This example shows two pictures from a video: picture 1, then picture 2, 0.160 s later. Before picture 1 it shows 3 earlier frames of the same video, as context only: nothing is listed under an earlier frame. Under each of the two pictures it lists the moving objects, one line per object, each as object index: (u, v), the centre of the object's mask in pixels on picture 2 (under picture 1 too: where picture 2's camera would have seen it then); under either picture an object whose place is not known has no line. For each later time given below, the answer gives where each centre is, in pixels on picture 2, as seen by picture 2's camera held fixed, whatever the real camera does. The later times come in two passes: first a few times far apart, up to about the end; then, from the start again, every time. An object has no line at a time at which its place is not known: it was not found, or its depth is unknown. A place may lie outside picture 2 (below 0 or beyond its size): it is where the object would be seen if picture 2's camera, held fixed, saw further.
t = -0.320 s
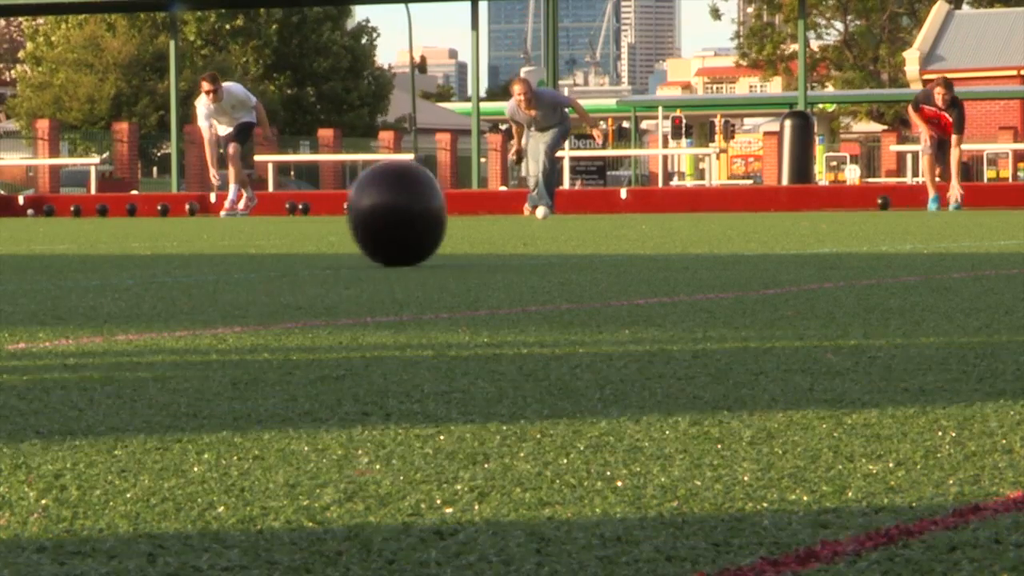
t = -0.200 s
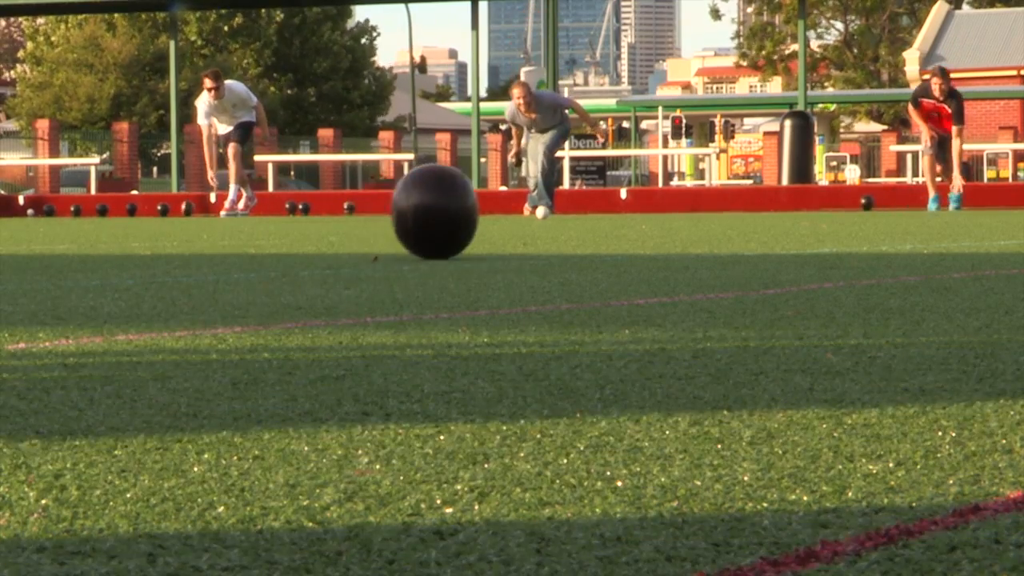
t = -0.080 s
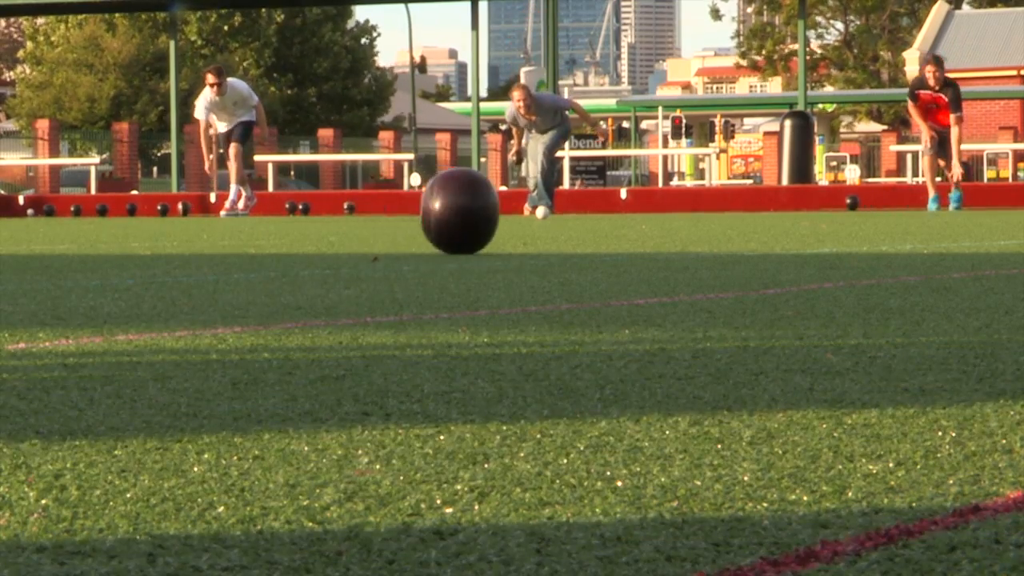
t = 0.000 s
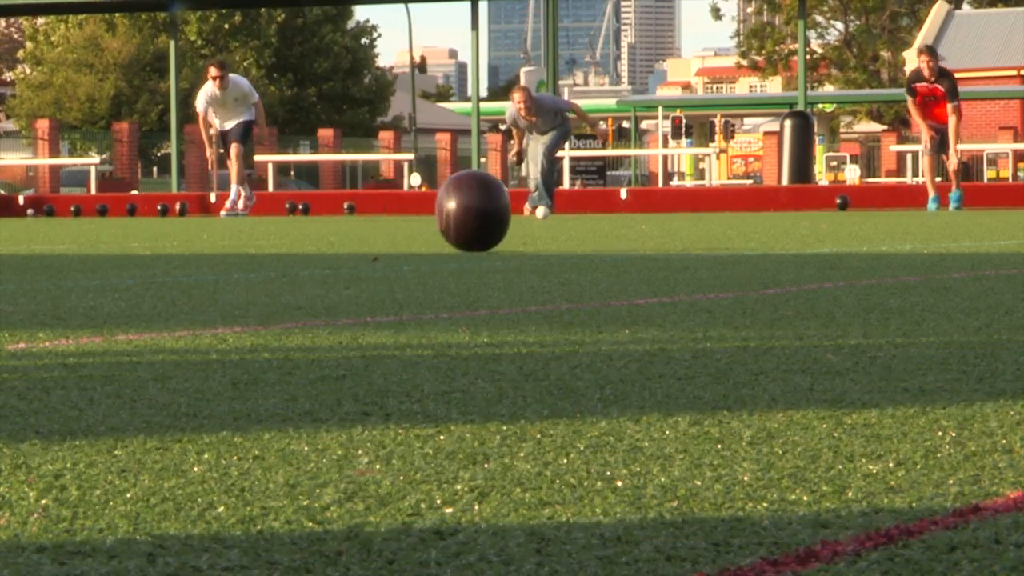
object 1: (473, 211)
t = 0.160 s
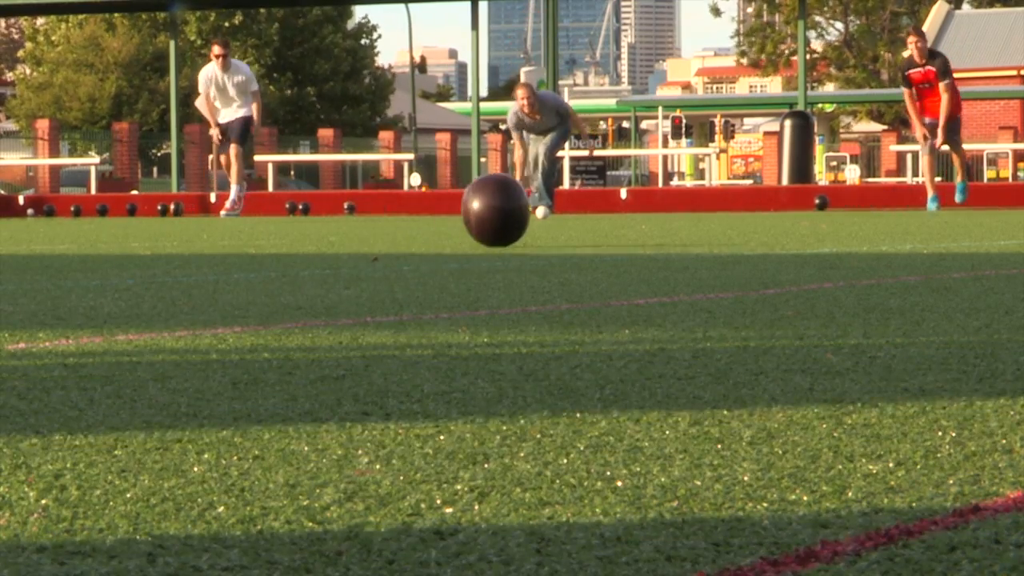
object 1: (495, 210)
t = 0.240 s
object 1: (503, 210)
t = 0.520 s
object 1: (521, 209)
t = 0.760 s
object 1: (526, 208)
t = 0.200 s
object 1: (500, 210)
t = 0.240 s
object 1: (503, 210)
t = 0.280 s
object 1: (507, 210)
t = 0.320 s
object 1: (510, 210)
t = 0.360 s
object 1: (513, 210)
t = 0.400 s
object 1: (515, 210)
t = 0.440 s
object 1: (517, 209)
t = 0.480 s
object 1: (519, 209)
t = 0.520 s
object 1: (521, 209)
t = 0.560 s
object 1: (522, 208)
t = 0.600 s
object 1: (524, 208)
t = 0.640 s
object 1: (525, 209)
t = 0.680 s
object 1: (525, 208)
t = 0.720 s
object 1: (526, 208)
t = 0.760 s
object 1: (526, 208)
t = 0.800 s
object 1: (526, 208)
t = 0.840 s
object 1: (526, 208)
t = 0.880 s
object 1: (526, 208)
